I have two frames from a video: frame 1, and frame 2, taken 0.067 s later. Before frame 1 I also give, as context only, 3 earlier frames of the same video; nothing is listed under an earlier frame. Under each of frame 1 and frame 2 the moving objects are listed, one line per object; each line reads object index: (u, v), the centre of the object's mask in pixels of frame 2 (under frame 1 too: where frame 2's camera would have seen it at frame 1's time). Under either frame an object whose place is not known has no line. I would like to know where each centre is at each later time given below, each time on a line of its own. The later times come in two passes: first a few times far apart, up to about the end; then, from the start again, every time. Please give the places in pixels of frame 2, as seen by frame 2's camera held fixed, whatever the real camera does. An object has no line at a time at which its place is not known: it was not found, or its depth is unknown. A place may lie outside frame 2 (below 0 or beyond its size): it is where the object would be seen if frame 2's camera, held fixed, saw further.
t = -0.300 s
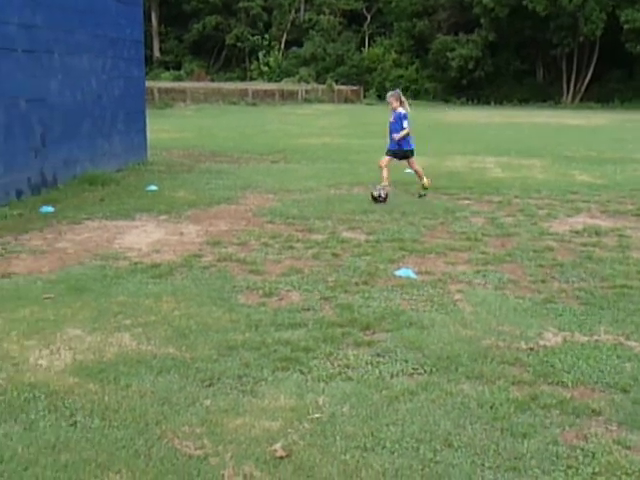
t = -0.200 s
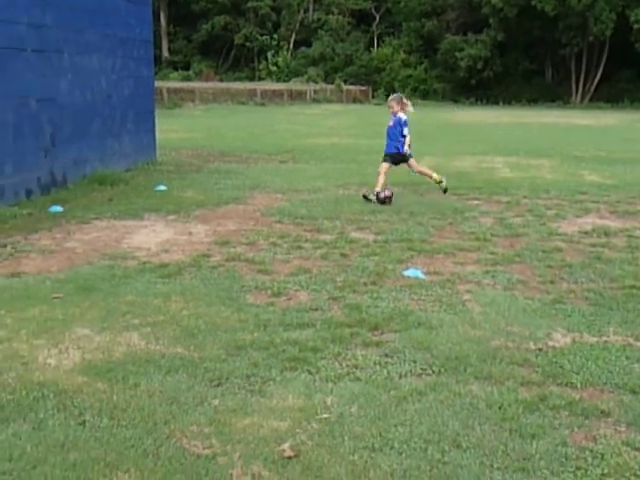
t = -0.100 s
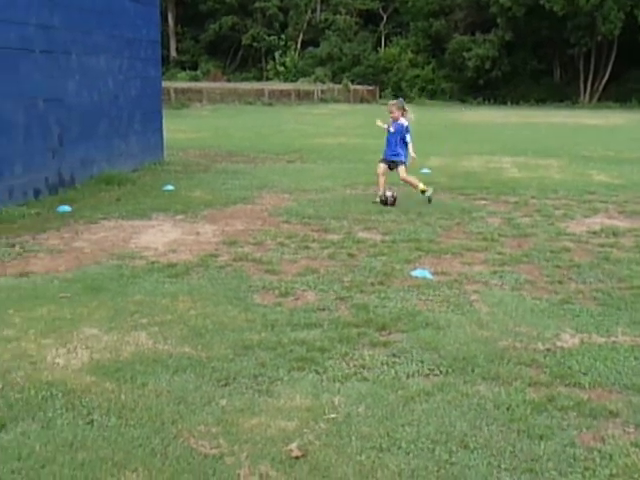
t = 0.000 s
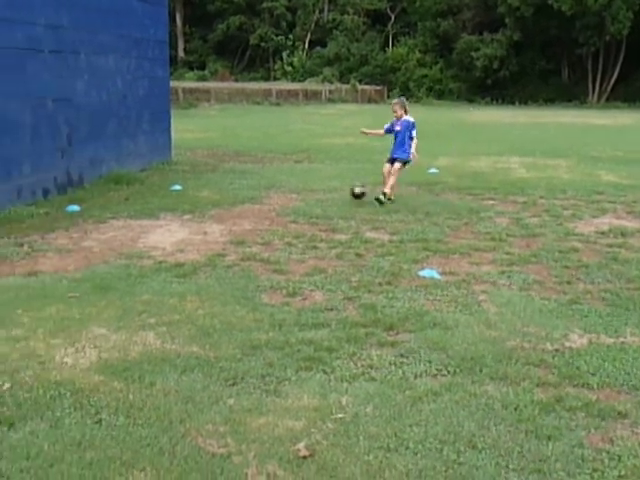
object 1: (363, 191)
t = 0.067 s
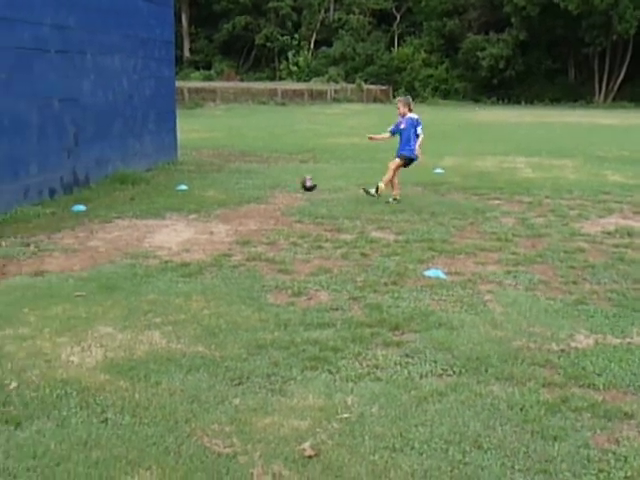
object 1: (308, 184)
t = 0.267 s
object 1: (143, 181)
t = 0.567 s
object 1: (127, 200)
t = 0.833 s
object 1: (214, 208)
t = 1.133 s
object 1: (311, 209)
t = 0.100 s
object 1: (280, 180)
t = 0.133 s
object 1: (253, 179)
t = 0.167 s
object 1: (225, 178)
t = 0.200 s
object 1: (198, 178)
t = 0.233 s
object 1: (171, 179)
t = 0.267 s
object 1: (143, 181)
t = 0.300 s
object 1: (118, 184)
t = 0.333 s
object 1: (92, 188)
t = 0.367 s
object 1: (65, 193)
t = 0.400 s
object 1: (63, 195)
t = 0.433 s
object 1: (78, 196)
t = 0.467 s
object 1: (89, 197)
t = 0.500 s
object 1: (101, 198)
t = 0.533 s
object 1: (114, 199)
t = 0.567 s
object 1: (127, 200)
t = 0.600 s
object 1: (138, 202)
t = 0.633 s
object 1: (149, 201)
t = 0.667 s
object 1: (160, 201)
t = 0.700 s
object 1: (170, 201)
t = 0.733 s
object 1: (182, 202)
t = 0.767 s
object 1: (192, 205)
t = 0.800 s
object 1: (203, 208)
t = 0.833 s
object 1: (214, 208)
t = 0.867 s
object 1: (224, 206)
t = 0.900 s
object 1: (236, 204)
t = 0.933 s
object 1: (246, 206)
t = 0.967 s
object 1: (257, 208)
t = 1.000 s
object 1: (268, 212)
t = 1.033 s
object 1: (279, 213)
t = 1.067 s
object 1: (289, 210)
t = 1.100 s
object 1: (300, 207)
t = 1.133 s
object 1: (311, 209)
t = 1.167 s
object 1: (323, 210)
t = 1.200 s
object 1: (335, 214)
